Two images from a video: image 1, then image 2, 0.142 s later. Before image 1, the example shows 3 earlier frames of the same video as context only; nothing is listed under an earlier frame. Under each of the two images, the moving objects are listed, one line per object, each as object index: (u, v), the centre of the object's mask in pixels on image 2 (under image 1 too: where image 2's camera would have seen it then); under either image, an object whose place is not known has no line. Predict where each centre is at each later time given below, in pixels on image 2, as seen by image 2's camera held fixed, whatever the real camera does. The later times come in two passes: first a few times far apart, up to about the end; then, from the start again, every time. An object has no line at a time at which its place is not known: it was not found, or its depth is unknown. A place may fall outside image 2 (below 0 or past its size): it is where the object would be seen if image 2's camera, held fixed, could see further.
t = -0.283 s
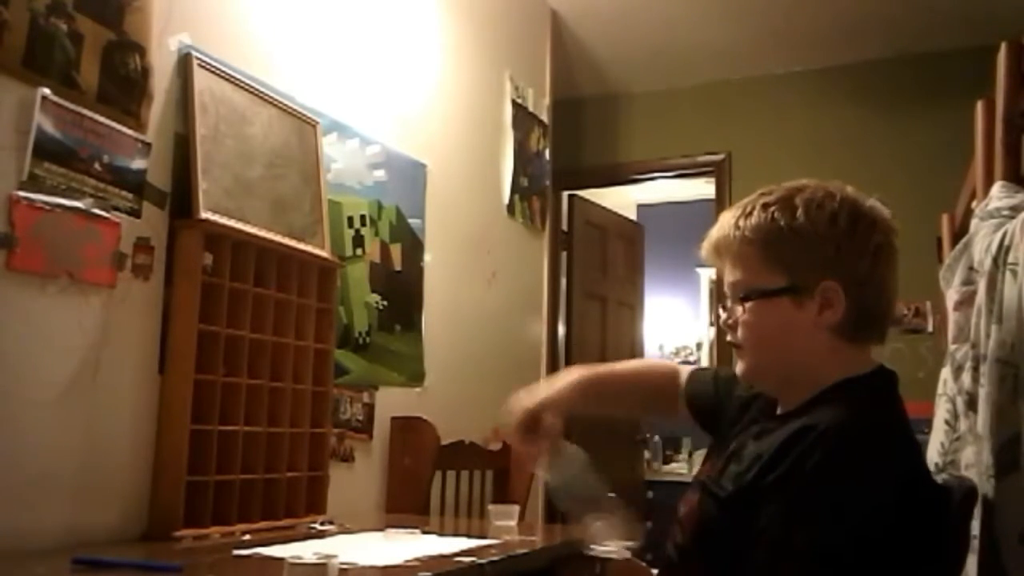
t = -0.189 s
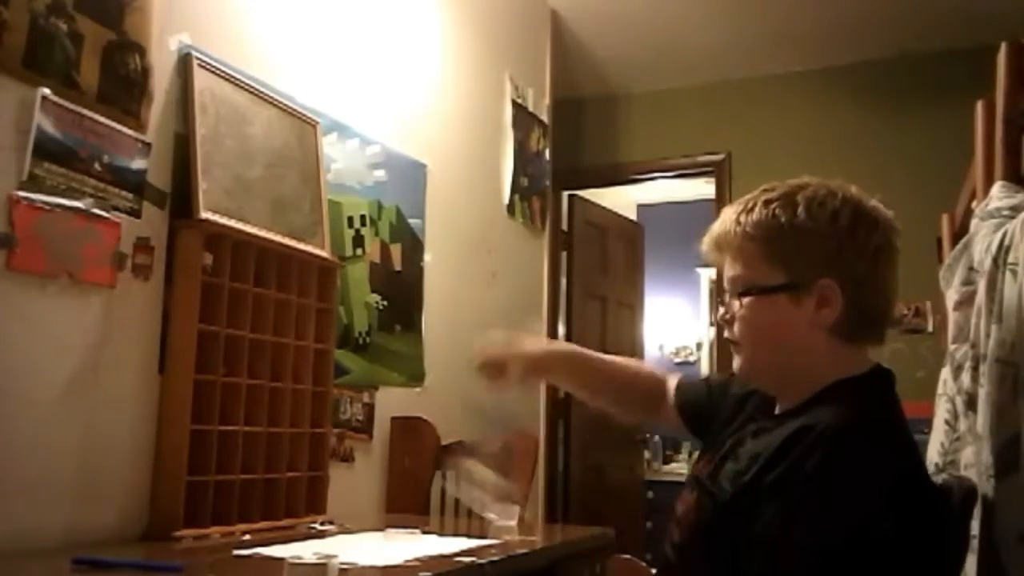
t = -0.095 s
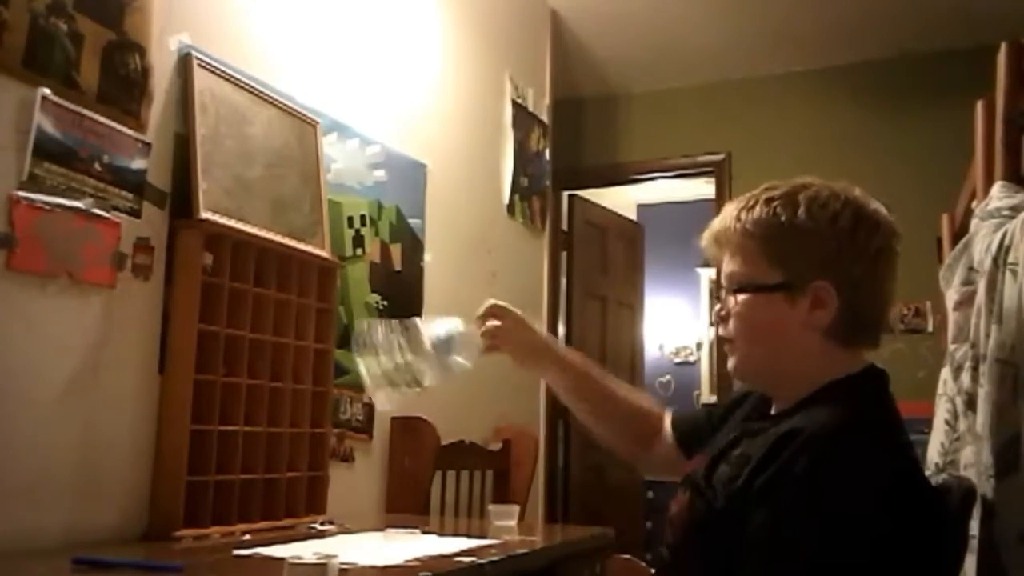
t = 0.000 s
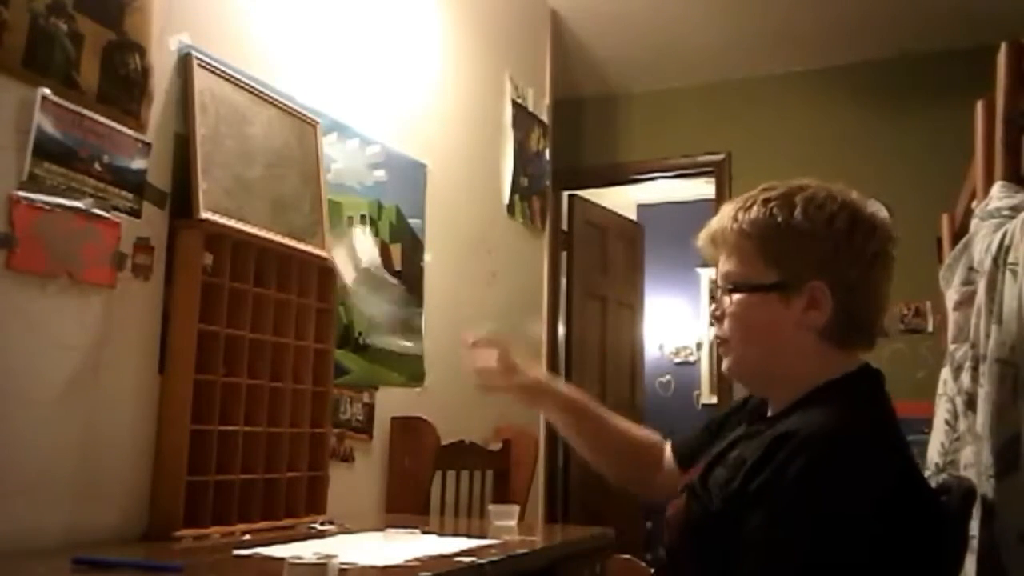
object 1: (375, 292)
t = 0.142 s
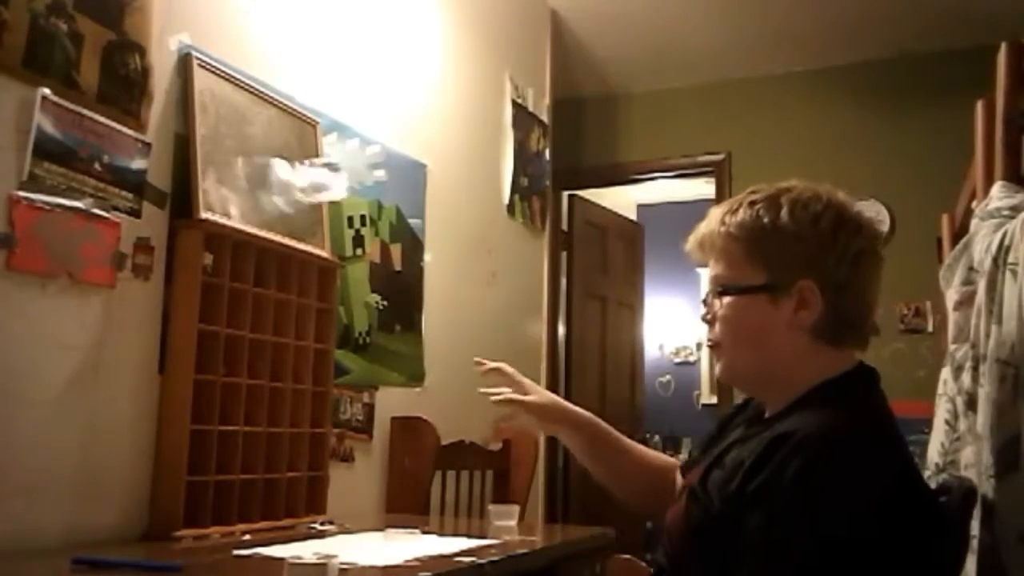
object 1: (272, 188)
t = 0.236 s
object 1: (266, 177)
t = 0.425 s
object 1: (210, 432)
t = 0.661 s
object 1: (202, 522)
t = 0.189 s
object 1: (268, 170)
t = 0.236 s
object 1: (266, 177)
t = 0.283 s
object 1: (259, 195)
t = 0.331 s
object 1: (238, 282)
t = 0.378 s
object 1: (226, 345)
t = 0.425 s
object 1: (210, 432)
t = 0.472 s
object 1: (218, 490)
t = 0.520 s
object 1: (215, 517)
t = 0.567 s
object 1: (211, 519)
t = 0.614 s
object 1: (206, 521)
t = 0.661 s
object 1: (202, 522)
